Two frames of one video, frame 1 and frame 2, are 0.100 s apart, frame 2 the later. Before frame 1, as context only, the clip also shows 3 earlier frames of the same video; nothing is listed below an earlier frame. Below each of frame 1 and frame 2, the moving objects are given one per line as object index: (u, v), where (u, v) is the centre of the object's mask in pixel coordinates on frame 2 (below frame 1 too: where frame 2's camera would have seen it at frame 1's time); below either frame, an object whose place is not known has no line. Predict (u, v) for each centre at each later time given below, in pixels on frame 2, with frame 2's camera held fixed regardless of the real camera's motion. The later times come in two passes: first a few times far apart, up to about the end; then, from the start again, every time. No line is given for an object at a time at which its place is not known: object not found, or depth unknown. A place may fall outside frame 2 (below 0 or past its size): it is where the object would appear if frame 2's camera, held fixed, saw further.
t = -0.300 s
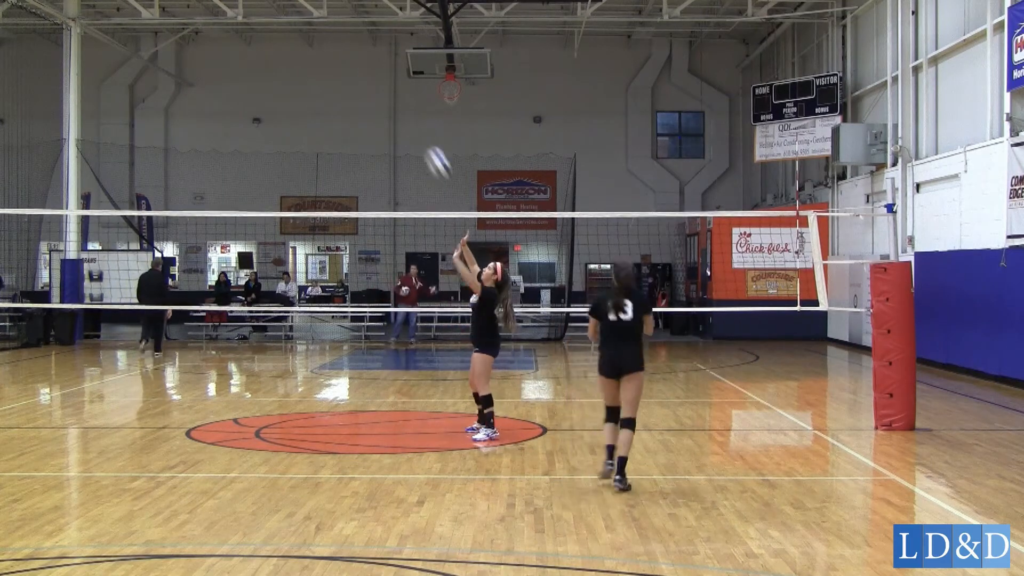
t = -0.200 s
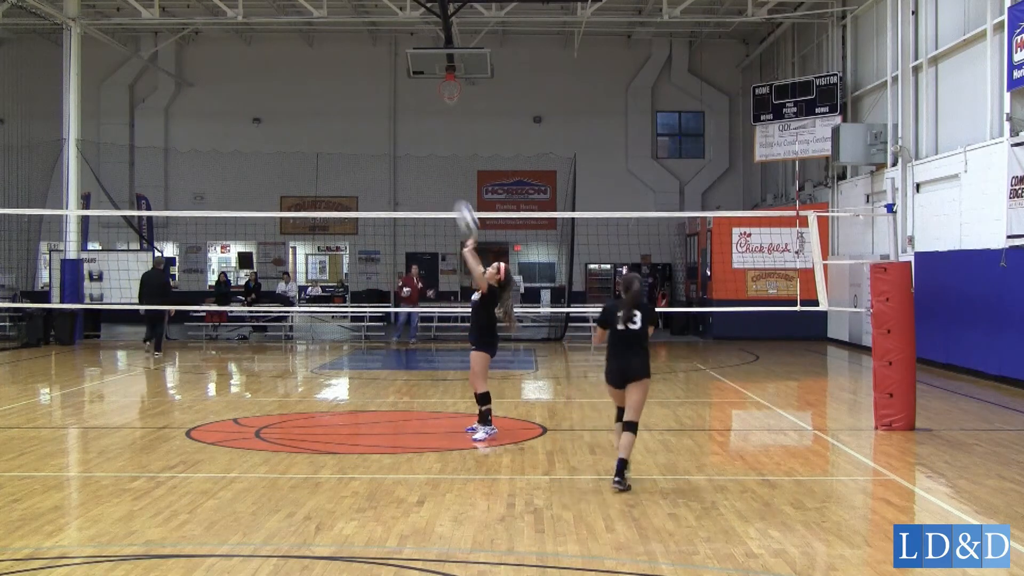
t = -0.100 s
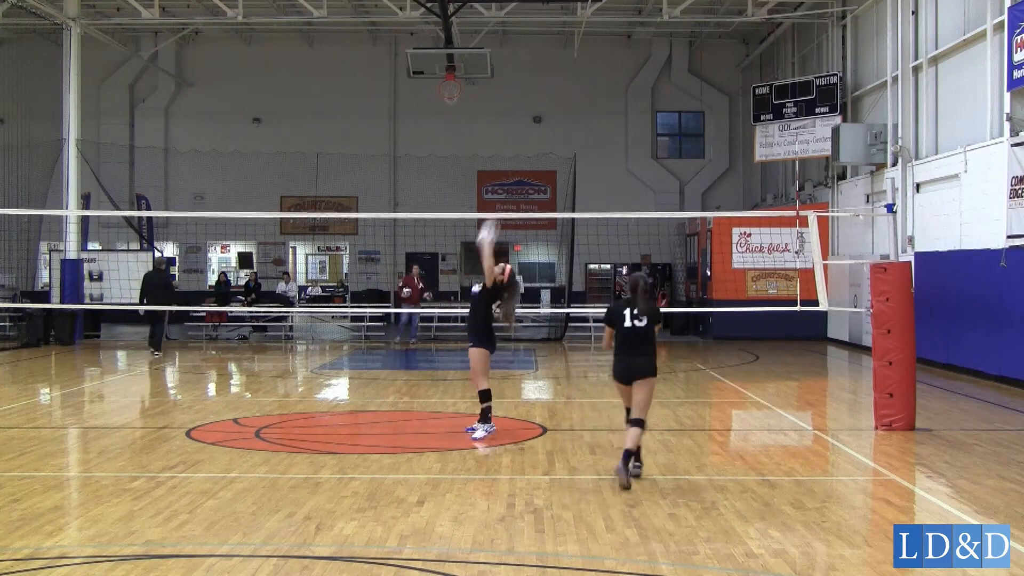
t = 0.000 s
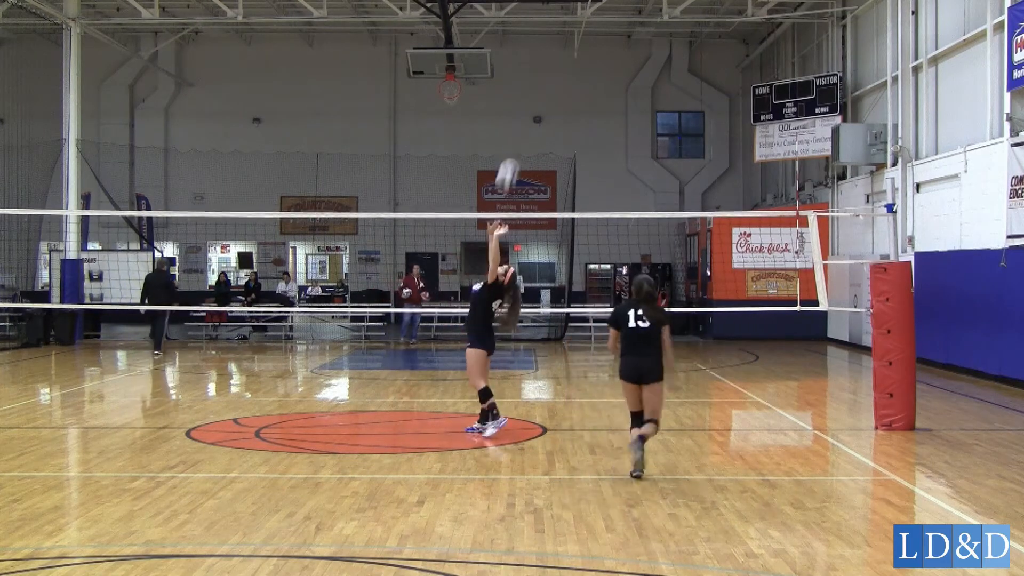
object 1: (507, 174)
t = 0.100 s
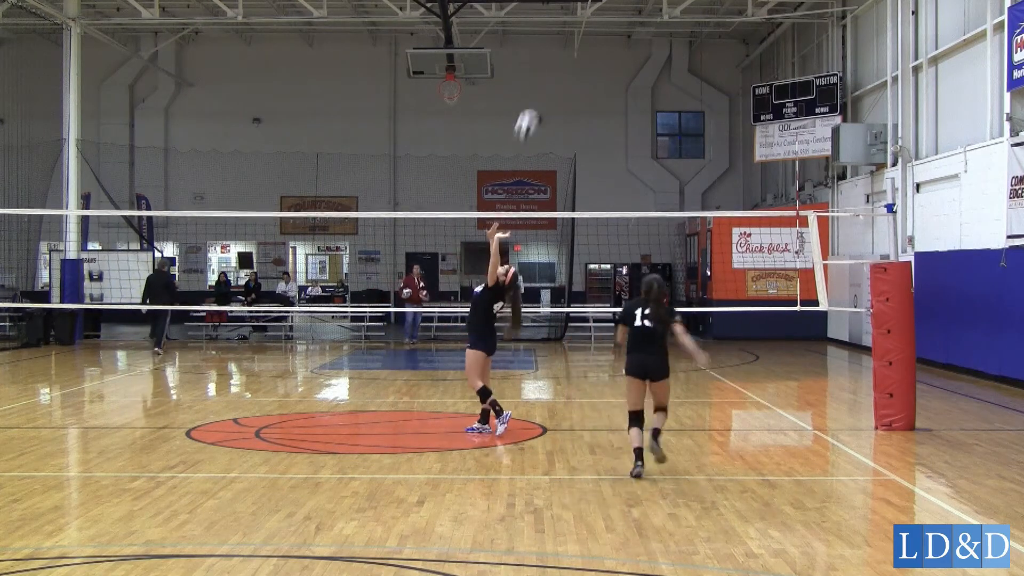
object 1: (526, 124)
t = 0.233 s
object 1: (552, 73)
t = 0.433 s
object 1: (589, 31)
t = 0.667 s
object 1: (633, 30)
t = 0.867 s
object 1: (670, 72)
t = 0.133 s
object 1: (533, 110)
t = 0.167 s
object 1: (539, 97)
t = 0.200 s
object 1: (545, 85)
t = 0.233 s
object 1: (552, 73)
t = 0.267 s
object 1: (558, 64)
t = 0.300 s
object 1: (564, 55)
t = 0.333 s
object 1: (571, 48)
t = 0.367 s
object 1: (577, 41)
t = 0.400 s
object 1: (583, 36)
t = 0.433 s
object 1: (589, 31)
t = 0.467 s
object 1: (595, 28)
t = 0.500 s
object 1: (602, 26)
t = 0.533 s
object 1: (609, 25)
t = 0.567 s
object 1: (615, 25)
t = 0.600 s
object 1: (621, 25)
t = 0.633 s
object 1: (627, 27)
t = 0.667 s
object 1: (633, 30)
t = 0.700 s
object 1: (639, 34)
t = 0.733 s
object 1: (645, 39)
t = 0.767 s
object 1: (652, 46)
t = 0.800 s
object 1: (658, 54)
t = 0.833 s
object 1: (664, 62)
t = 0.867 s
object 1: (670, 72)
